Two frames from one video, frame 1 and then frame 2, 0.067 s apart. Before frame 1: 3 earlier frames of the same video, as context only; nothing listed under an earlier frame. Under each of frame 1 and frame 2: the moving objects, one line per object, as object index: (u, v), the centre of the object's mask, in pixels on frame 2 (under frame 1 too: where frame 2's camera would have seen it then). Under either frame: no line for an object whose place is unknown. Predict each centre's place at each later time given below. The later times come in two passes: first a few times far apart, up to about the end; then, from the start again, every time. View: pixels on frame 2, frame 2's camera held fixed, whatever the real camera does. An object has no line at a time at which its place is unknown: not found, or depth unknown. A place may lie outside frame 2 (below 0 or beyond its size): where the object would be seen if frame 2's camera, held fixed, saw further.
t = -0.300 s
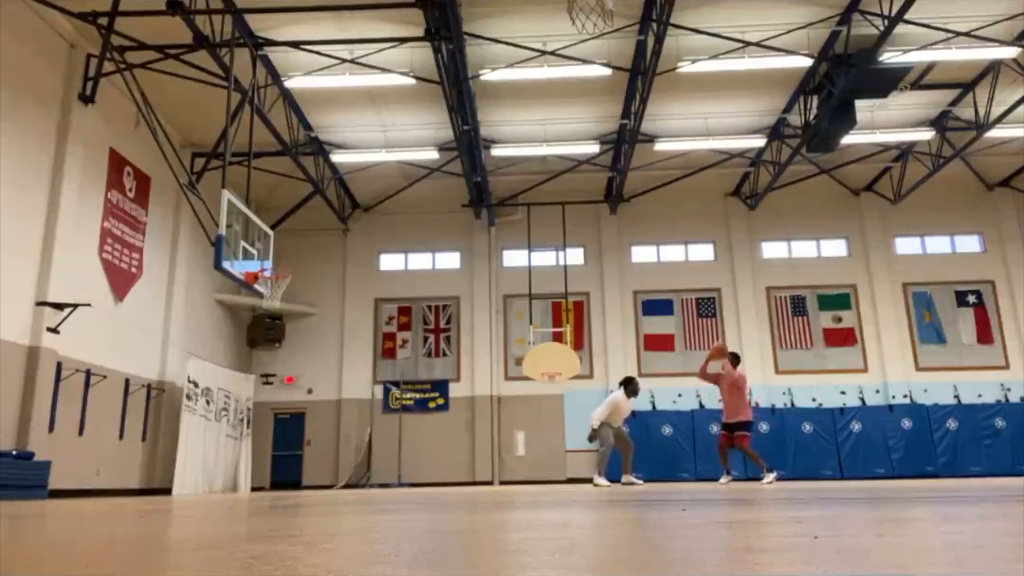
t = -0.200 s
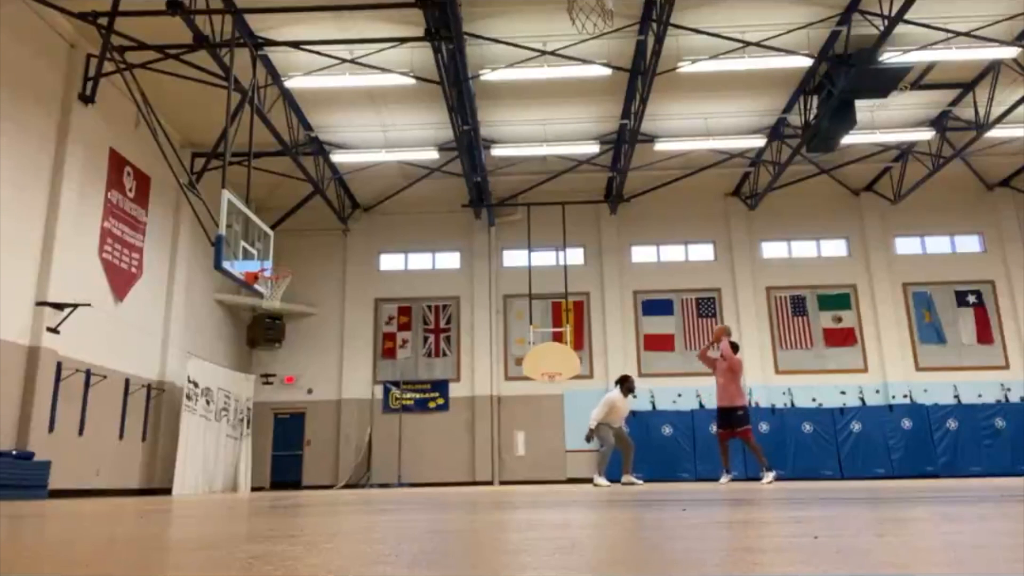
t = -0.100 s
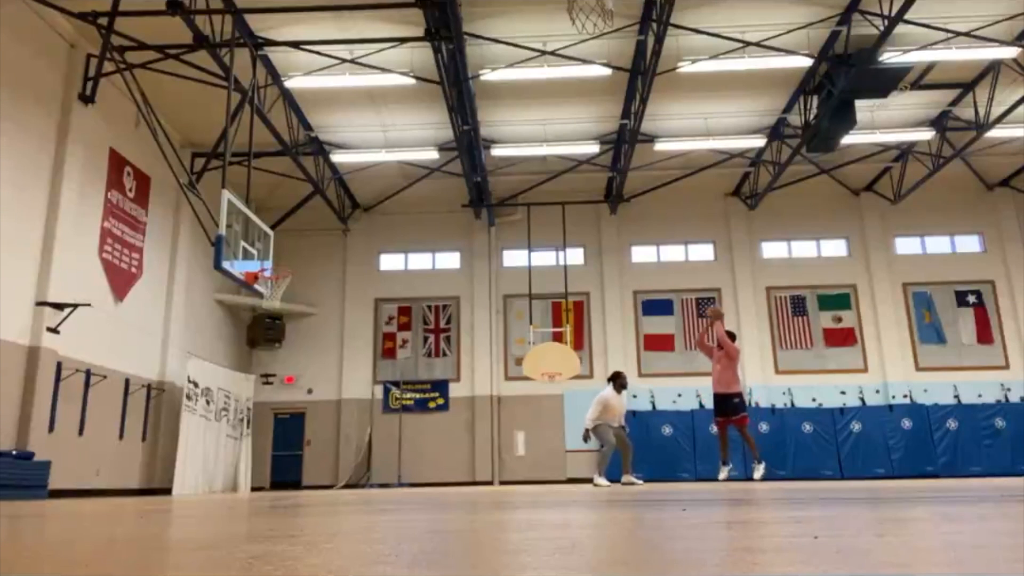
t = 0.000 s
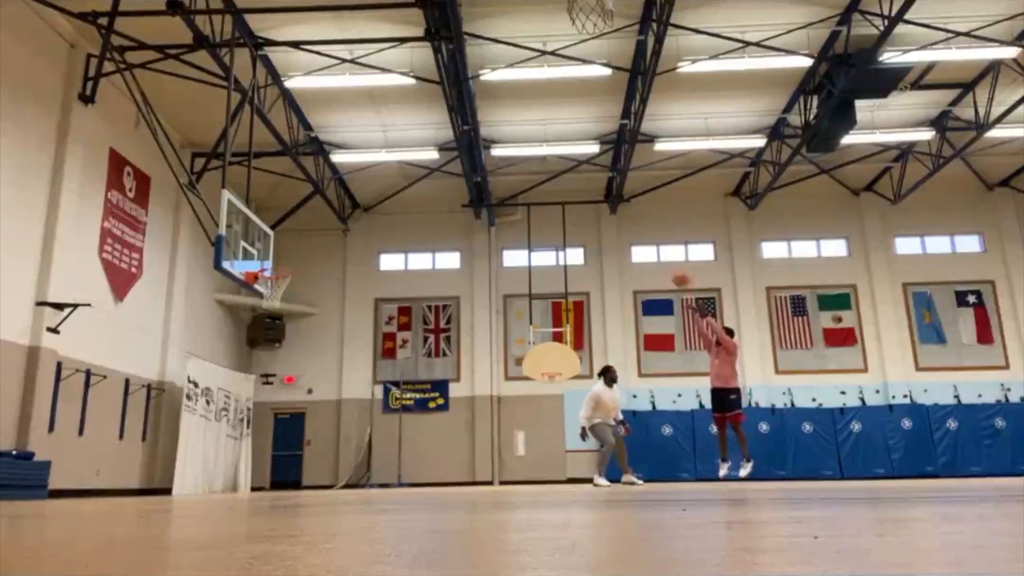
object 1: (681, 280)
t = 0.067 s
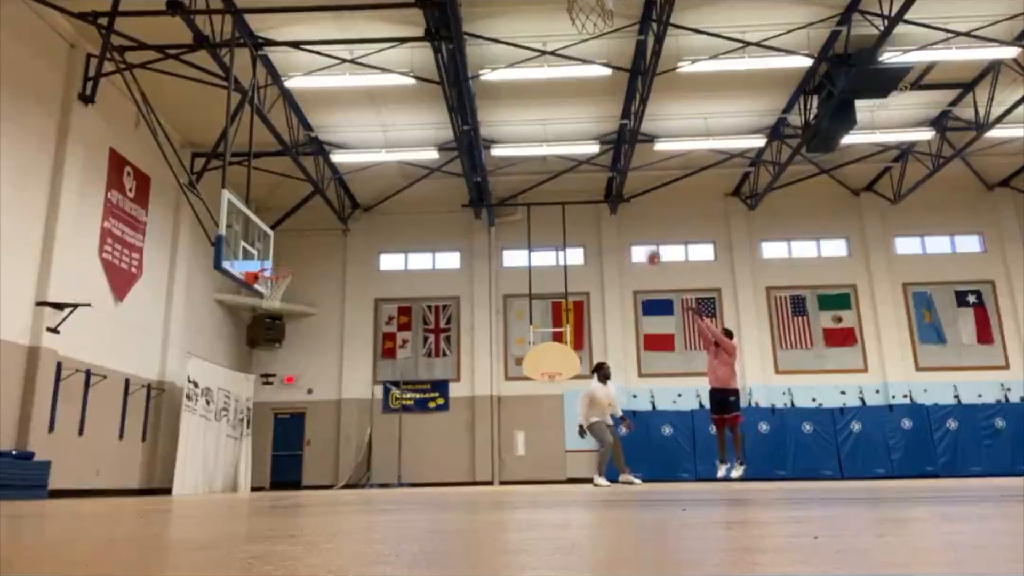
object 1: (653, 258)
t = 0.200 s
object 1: (598, 219)
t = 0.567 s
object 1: (461, 180)
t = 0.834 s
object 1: (365, 204)
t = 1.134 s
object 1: (271, 281)
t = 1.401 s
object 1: (313, 321)
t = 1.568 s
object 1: (334, 365)
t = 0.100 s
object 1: (637, 246)
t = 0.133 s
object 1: (625, 236)
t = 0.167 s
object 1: (612, 227)
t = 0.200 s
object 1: (598, 219)
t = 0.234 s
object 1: (585, 212)
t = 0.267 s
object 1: (572, 206)
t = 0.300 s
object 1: (560, 200)
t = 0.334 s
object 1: (546, 195)
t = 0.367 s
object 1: (536, 191)
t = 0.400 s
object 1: (522, 187)
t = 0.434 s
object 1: (509, 186)
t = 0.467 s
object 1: (496, 184)
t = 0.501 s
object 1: (485, 183)
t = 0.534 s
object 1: (474, 182)
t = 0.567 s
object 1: (461, 180)
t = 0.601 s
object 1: (448, 182)
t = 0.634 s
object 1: (437, 184)
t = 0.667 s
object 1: (424, 186)
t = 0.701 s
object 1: (412, 188)
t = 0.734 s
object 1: (401, 191)
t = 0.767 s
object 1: (389, 195)
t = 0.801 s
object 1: (377, 200)
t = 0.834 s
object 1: (365, 204)
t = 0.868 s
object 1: (353, 210)
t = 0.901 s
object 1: (342, 217)
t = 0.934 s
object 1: (328, 225)
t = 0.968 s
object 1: (316, 232)
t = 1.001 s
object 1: (304, 242)
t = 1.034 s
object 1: (291, 251)
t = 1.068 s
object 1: (280, 261)
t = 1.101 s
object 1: (266, 274)
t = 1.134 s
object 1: (271, 281)
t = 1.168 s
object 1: (281, 292)
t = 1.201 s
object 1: (286, 296)
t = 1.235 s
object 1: (291, 296)
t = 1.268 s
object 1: (295, 300)
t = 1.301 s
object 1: (300, 305)
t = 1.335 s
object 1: (304, 309)
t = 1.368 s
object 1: (309, 315)
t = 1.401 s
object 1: (313, 321)
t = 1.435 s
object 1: (318, 329)
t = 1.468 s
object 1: (323, 336)
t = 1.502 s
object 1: (326, 345)
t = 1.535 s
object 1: (331, 355)
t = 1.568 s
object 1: (334, 365)
